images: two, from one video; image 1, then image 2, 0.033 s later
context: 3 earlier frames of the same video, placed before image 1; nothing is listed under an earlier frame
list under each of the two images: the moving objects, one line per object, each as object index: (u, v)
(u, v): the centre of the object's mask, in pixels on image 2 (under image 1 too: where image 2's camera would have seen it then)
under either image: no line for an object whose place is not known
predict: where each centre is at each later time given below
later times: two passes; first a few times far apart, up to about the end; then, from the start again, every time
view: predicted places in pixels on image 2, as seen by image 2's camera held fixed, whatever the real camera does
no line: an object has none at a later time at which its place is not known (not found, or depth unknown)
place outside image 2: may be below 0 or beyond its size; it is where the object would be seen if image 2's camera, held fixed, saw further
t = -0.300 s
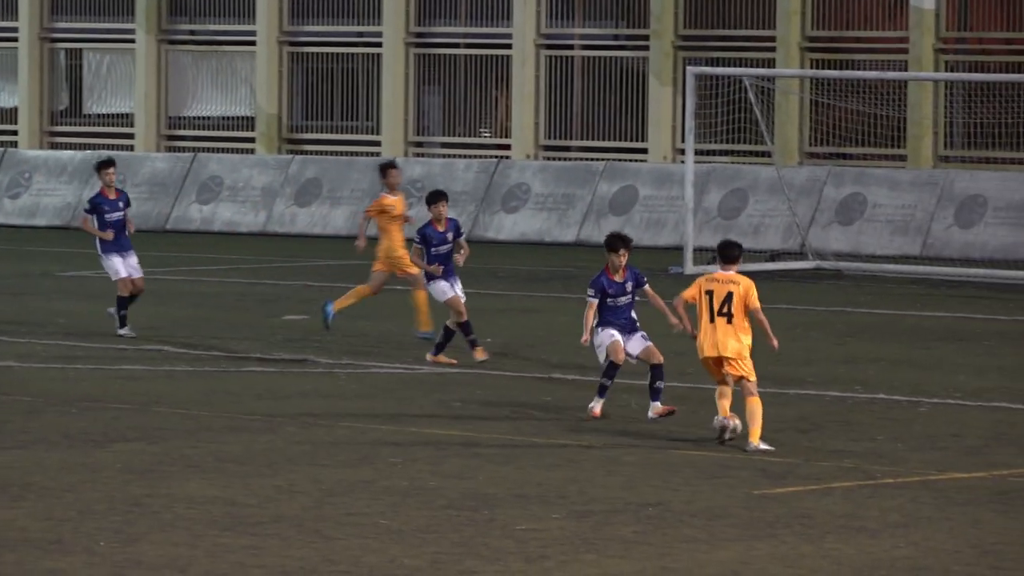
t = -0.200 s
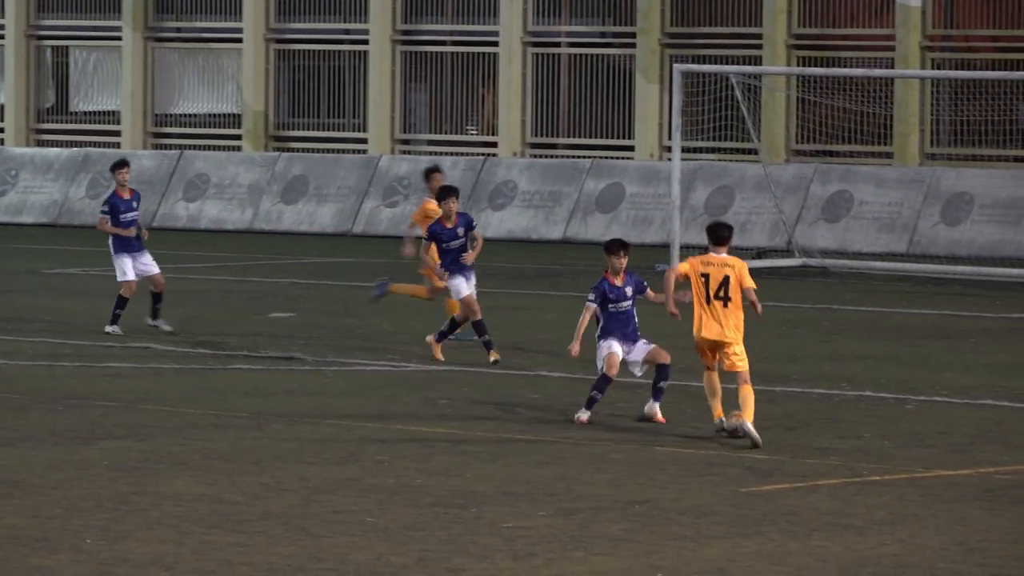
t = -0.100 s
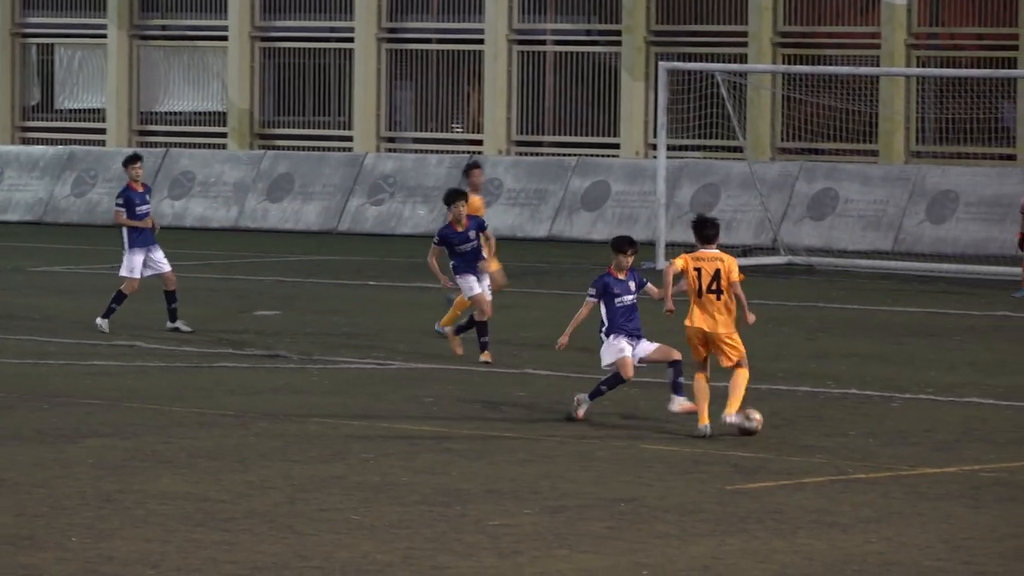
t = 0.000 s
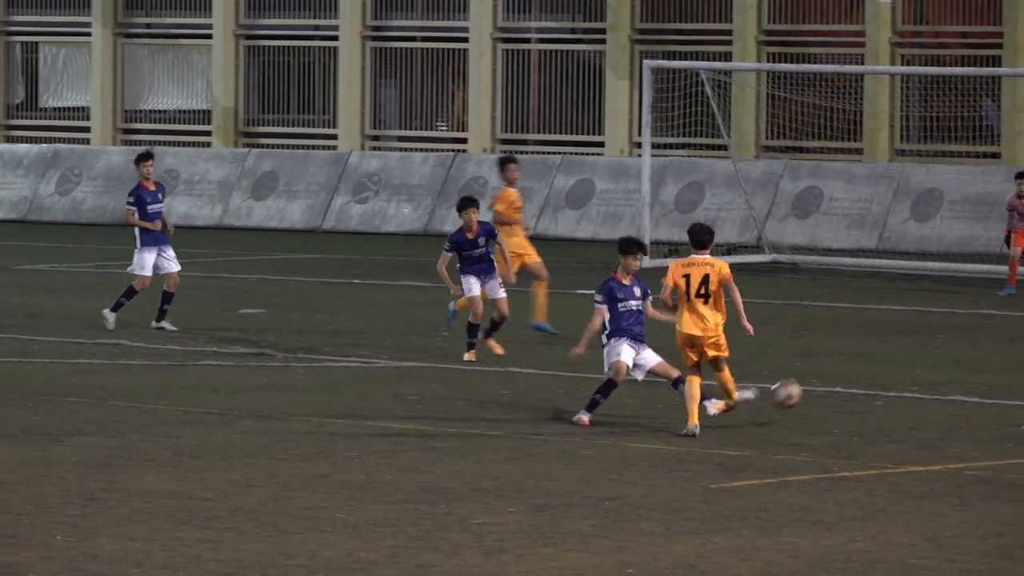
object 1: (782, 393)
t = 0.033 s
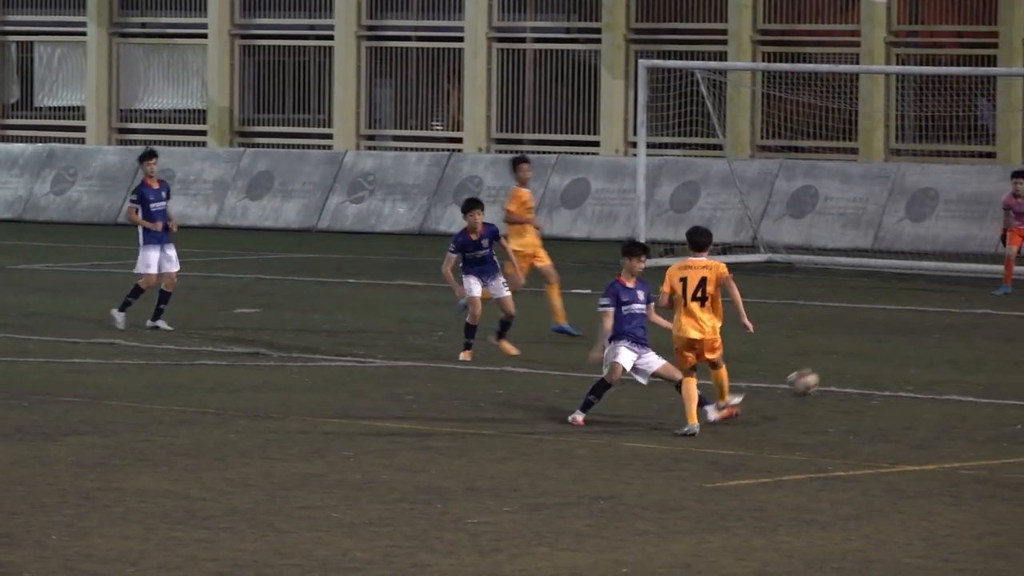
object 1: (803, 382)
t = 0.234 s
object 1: (922, 348)
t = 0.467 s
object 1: (1041, 367)
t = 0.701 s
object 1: (1129, 340)
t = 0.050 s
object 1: (814, 377)
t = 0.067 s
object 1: (824, 373)
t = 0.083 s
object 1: (834, 369)
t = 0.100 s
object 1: (844, 365)
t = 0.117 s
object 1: (855, 361)
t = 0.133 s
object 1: (865, 359)
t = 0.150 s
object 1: (874, 356)
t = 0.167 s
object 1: (884, 354)
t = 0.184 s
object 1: (894, 352)
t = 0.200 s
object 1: (904, 350)
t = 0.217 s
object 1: (913, 349)
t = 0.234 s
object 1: (922, 348)
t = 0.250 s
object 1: (931, 347)
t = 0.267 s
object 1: (941, 348)
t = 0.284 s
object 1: (950, 347)
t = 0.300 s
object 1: (958, 347)
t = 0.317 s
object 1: (967, 348)
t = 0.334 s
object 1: (976, 350)
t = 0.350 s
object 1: (984, 351)
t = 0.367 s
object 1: (993, 353)
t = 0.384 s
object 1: (1001, 354)
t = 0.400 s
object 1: (1009, 356)
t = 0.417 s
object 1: (1018, 358)
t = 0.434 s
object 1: (1026, 362)
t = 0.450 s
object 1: (1033, 364)
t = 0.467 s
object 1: (1041, 367)
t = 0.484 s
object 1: (1049, 371)
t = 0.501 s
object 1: (1056, 372)
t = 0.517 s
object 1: (1063, 369)
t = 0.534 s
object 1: (1069, 364)
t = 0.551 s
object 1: (1074, 360)
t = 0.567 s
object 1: (1080, 357)
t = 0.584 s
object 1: (1087, 353)
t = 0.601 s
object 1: (1093, 350)
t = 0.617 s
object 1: (1099, 348)
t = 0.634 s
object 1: (1105, 345)
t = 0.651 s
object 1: (1111, 344)
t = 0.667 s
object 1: (1117, 342)
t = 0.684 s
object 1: (1123, 341)
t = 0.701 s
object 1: (1129, 340)
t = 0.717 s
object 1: (1134, 340)
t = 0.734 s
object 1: (1140, 340)
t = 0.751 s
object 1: (1145, 340)
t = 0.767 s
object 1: (1151, 340)
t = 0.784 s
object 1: (1158, 341)
